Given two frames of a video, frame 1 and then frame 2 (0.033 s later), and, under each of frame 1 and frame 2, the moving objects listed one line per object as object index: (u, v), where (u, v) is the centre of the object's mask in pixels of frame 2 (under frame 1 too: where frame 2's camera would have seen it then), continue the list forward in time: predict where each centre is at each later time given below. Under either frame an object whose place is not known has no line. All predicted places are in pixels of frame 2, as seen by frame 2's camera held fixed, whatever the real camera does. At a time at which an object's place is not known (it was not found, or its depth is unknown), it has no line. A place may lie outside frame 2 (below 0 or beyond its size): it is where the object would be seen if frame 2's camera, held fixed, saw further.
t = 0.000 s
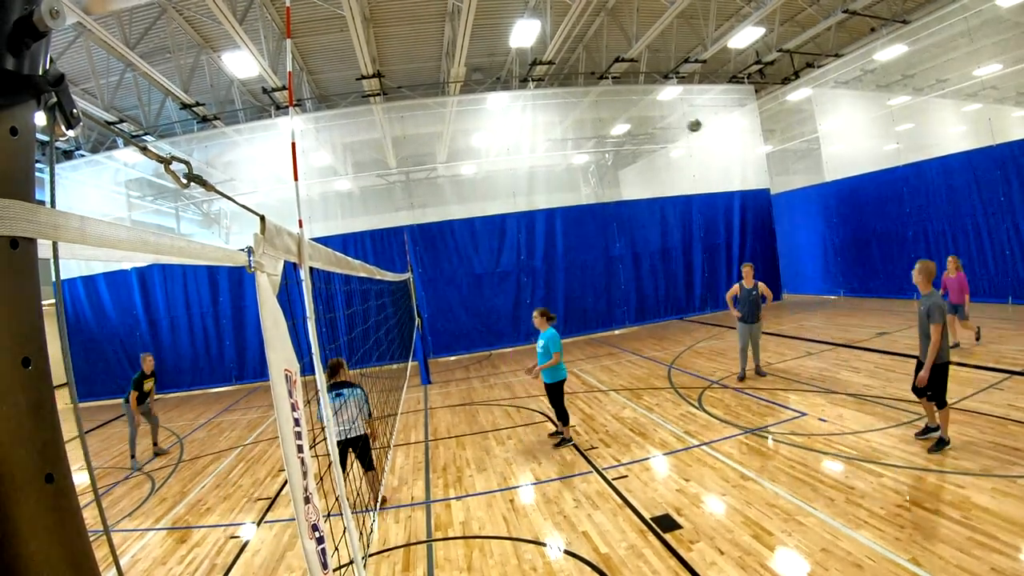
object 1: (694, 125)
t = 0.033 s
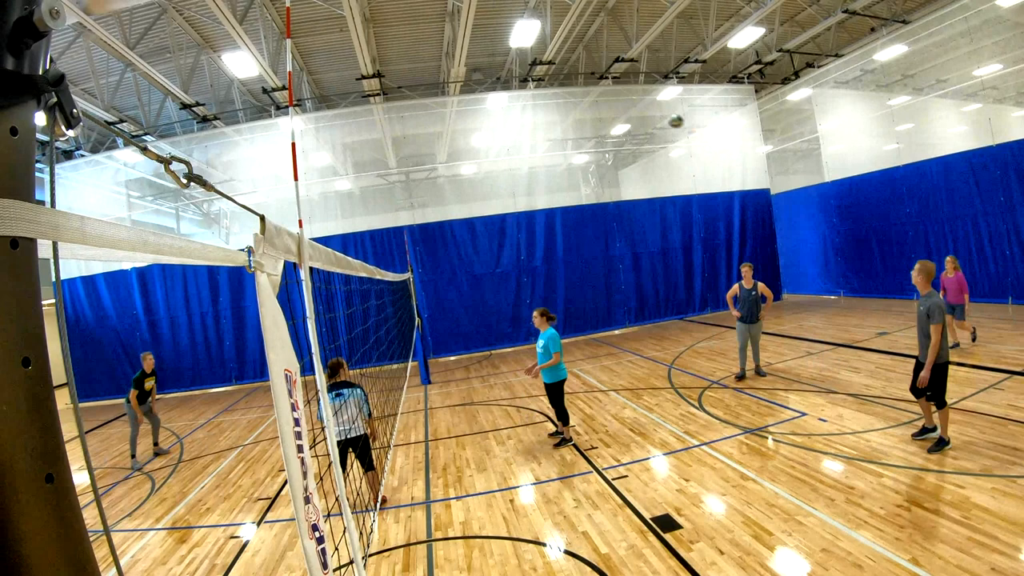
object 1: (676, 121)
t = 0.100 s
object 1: (638, 116)
